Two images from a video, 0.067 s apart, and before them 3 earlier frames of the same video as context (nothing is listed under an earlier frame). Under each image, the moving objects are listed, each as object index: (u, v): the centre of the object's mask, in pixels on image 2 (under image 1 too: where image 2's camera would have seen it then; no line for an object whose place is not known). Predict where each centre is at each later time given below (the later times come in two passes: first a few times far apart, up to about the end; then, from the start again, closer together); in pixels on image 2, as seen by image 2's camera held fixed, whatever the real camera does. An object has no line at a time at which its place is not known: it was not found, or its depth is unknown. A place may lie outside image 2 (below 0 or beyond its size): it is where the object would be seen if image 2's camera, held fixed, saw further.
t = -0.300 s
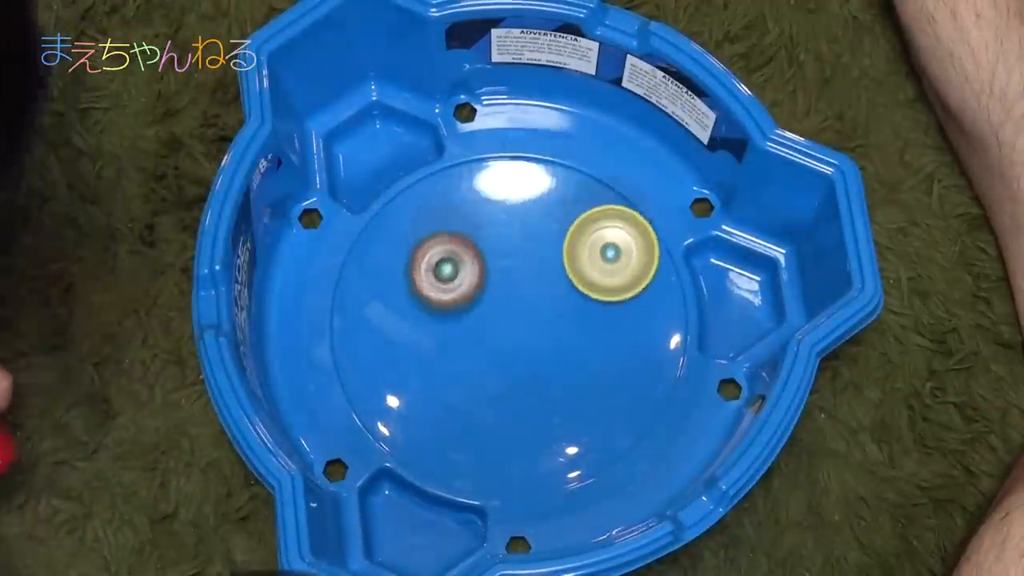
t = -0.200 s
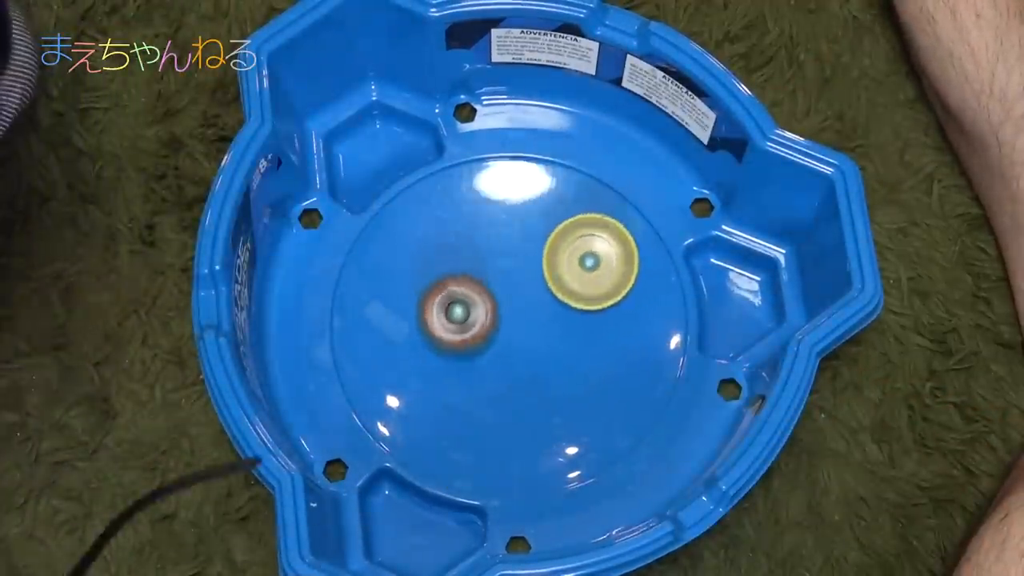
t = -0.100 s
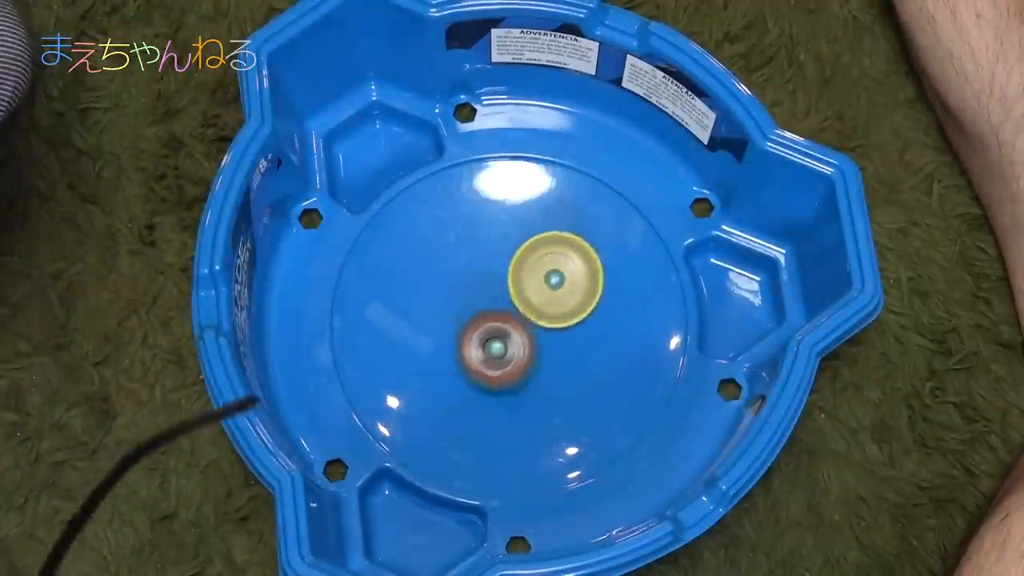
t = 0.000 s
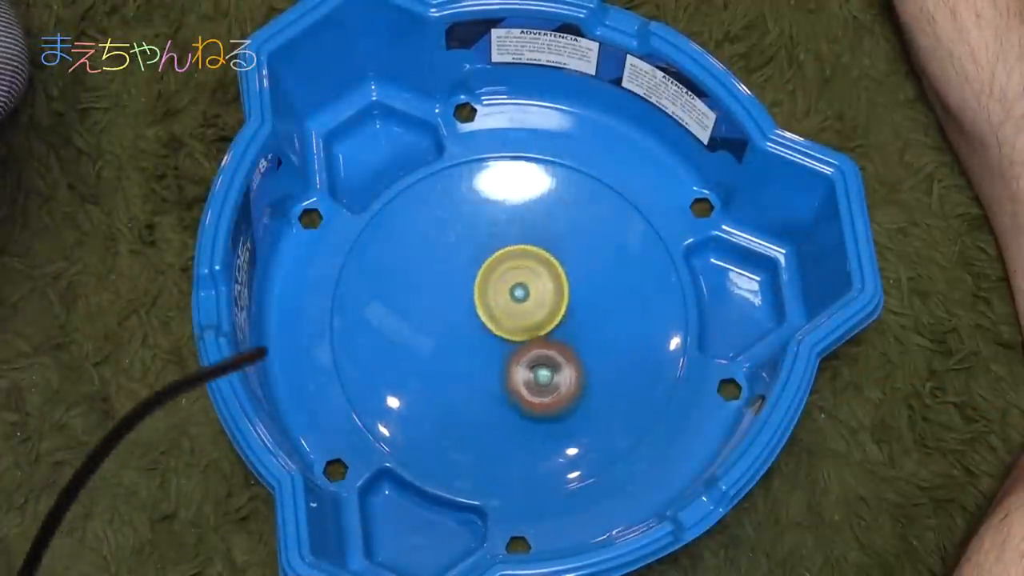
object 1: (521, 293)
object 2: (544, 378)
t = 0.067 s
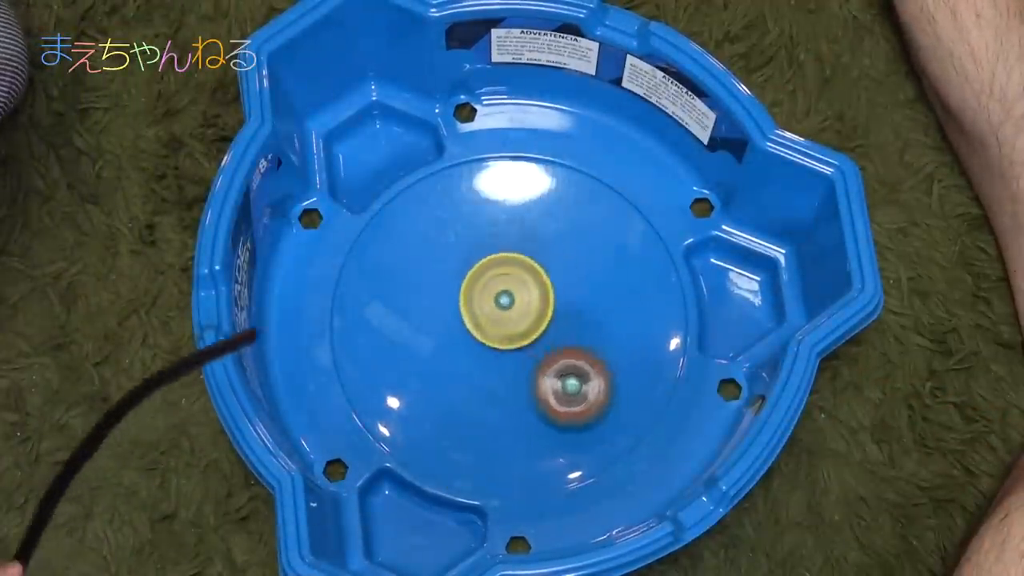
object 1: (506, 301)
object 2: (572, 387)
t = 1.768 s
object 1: (470, 418)
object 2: (399, 190)
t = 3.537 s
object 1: (512, 255)
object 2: (655, 273)
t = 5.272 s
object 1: (494, 313)
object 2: (397, 327)
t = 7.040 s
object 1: (498, 314)
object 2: (604, 277)
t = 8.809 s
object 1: (499, 319)
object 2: (398, 336)
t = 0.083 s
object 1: (504, 304)
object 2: (578, 387)
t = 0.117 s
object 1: (499, 310)
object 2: (590, 386)
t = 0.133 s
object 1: (498, 314)
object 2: (595, 384)
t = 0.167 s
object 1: (496, 323)
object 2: (604, 377)
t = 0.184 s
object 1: (496, 327)
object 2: (609, 374)
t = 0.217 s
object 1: (495, 337)
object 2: (615, 365)
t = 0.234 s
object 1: (496, 342)
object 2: (618, 359)
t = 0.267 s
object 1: (498, 352)
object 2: (622, 347)
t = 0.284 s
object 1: (500, 357)
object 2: (623, 340)
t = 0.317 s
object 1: (503, 366)
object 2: (624, 327)
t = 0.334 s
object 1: (506, 371)
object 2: (623, 319)
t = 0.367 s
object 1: (511, 379)
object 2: (620, 303)
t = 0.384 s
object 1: (514, 383)
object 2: (617, 295)
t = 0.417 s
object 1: (520, 390)
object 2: (610, 279)
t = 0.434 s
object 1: (524, 393)
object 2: (606, 271)
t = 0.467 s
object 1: (531, 397)
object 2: (594, 256)
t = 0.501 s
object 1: (539, 401)
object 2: (578, 243)
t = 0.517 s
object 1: (543, 402)
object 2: (569, 238)
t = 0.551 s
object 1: (552, 403)
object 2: (549, 231)
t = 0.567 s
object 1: (555, 403)
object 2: (539, 229)
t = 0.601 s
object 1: (564, 402)
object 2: (517, 229)
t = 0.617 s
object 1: (567, 401)
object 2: (505, 230)
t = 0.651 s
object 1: (574, 398)
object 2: (483, 235)
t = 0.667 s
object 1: (576, 397)
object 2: (473, 238)
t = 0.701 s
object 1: (579, 392)
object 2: (454, 249)
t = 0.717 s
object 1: (581, 390)
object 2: (444, 256)
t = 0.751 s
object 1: (580, 384)
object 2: (428, 270)
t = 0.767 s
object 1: (579, 381)
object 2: (421, 279)
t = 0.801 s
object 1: (577, 374)
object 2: (410, 298)
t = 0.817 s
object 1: (574, 370)
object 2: (405, 309)
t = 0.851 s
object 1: (569, 362)
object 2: (399, 331)
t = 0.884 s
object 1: (562, 354)
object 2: (398, 353)
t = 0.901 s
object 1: (558, 349)
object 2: (398, 365)
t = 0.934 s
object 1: (549, 341)
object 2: (402, 387)
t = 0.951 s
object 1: (545, 336)
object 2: (406, 397)
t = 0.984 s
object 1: (535, 328)
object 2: (418, 417)
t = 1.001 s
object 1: (530, 324)
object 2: (426, 426)
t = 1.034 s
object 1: (520, 316)
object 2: (445, 440)
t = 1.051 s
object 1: (515, 312)
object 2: (455, 446)
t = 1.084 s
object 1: (506, 307)
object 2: (477, 453)
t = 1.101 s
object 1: (501, 304)
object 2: (488, 454)
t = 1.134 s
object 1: (492, 301)
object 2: (512, 457)
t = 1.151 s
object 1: (487, 301)
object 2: (523, 457)
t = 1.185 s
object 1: (478, 301)
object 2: (549, 452)
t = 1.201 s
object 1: (473, 302)
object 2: (562, 449)
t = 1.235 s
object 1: (464, 306)
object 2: (587, 436)
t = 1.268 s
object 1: (455, 312)
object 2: (608, 417)
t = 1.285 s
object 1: (452, 315)
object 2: (615, 408)
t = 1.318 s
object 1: (445, 324)
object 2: (630, 385)
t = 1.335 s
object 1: (442, 329)
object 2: (635, 372)
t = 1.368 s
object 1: (436, 339)
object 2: (642, 347)
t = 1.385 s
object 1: (434, 346)
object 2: (643, 331)
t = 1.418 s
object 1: (431, 358)
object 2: (639, 301)
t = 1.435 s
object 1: (430, 364)
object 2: (636, 289)
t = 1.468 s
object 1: (429, 377)
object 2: (625, 263)
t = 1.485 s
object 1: (429, 384)
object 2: (619, 251)
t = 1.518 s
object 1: (430, 397)
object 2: (602, 227)
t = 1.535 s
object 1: (431, 402)
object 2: (591, 216)
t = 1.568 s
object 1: (435, 412)
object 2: (567, 198)
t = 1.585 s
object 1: (437, 417)
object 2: (554, 191)
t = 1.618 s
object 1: (442, 423)
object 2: (527, 178)
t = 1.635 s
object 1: (445, 425)
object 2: (512, 174)
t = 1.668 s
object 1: (451, 427)
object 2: (482, 168)
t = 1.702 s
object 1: (457, 427)
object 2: (451, 169)
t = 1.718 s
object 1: (460, 426)
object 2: (437, 173)
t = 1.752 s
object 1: (467, 421)
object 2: (411, 183)
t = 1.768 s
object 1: (470, 418)
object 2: (399, 190)
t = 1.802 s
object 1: (477, 411)
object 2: (378, 210)
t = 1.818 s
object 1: (480, 407)
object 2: (369, 223)
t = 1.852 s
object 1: (487, 397)
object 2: (356, 254)
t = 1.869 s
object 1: (490, 391)
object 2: (351, 268)
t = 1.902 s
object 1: (497, 378)
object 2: (345, 300)
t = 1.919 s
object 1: (500, 372)
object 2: (344, 316)
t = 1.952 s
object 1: (505, 359)
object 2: (345, 348)
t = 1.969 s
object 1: (507, 352)
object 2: (348, 364)
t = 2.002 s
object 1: (512, 338)
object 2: (363, 395)
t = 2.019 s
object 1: (514, 330)
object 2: (374, 408)
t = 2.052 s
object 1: (517, 317)
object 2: (396, 429)
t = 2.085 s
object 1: (519, 305)
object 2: (422, 447)
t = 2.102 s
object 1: (519, 299)
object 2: (439, 454)
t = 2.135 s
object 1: (518, 288)
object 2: (471, 462)
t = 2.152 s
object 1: (516, 283)
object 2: (488, 463)
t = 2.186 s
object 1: (511, 274)
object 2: (518, 459)
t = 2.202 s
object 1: (508, 270)
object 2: (534, 457)
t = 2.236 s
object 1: (500, 264)
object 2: (566, 444)
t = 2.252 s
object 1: (495, 261)
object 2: (580, 436)
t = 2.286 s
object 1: (484, 257)
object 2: (605, 416)
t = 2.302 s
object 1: (478, 255)
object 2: (618, 406)
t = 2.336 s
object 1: (465, 253)
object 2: (638, 380)
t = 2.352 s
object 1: (458, 253)
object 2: (645, 365)
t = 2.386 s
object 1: (444, 255)
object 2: (655, 336)
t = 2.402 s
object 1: (437, 256)
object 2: (659, 322)
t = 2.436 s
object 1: (422, 260)
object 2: (662, 289)
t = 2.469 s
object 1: (408, 266)
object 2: (655, 261)
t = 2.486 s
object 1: (401, 269)
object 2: (652, 247)
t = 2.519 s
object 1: (390, 275)
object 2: (639, 220)
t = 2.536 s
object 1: (386, 279)
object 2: (630, 209)
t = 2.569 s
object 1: (380, 285)
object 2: (611, 188)
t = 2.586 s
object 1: (378, 288)
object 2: (600, 177)
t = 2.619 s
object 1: (378, 294)
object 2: (571, 162)
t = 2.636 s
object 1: (378, 297)
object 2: (555, 159)
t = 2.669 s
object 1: (381, 303)
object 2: (524, 157)
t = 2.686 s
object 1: (383, 306)
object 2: (508, 157)
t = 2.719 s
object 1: (389, 311)
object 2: (474, 162)
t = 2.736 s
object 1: (393, 313)
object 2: (459, 166)
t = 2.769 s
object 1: (402, 317)
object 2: (432, 178)
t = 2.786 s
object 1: (407, 319)
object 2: (419, 185)
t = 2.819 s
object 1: (418, 323)
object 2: (395, 205)
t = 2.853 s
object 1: (430, 325)
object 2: (379, 225)
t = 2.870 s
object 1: (436, 327)
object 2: (370, 236)
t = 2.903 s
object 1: (449, 329)
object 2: (359, 261)
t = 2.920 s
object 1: (456, 329)
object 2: (357, 275)
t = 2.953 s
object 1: (470, 330)
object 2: (357, 303)
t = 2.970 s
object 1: (476, 331)
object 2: (357, 316)
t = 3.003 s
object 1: (490, 330)
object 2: (364, 347)
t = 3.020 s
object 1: (496, 330)
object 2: (372, 361)
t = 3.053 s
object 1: (508, 329)
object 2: (387, 386)
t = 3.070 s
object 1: (513, 328)
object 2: (396, 399)
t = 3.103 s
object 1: (522, 326)
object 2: (421, 419)
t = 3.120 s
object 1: (527, 325)
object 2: (435, 426)
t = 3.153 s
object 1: (533, 321)
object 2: (459, 439)
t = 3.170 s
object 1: (535, 318)
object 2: (474, 445)
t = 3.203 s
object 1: (538, 311)
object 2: (504, 447)
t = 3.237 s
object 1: (540, 304)
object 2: (531, 447)
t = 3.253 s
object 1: (540, 300)
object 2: (546, 446)
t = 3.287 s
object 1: (540, 291)
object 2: (573, 436)
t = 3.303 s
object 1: (539, 287)
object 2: (585, 430)
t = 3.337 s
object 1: (536, 278)
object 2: (612, 415)
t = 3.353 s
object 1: (534, 274)
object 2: (622, 406)
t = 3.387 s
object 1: (530, 268)
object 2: (639, 386)
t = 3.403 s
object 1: (528, 265)
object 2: (648, 375)
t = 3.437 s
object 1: (524, 261)
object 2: (657, 350)
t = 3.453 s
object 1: (522, 259)
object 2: (661, 338)
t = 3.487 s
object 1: (517, 256)
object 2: (663, 310)
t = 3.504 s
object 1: (516, 256)
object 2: (660, 297)
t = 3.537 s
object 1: (512, 255)
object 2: (655, 273)
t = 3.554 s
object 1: (510, 255)
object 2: (650, 261)
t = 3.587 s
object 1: (507, 256)
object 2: (636, 240)
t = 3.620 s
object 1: (504, 258)
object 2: (620, 221)
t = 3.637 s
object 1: (503, 260)
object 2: (609, 212)
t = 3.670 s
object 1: (500, 263)
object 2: (588, 200)
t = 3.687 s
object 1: (499, 265)
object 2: (576, 193)
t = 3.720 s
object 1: (497, 269)
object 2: (548, 186)
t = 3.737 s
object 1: (495, 271)
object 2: (536, 183)
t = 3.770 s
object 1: (493, 276)
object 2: (507, 181)
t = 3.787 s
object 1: (492, 278)
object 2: (492, 183)
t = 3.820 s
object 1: (491, 284)
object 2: (468, 188)
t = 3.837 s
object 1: (491, 287)
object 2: (454, 192)
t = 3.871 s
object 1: (490, 292)
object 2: (432, 204)
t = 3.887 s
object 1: (490, 295)
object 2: (423, 209)
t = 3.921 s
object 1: (489, 300)
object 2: (403, 226)
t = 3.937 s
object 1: (489, 303)
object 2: (395, 234)
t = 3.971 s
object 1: (490, 308)
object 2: (383, 252)
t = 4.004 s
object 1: (490, 312)
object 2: (374, 274)
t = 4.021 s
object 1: (491, 314)
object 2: (372, 284)
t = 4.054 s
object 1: (492, 317)
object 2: (368, 305)
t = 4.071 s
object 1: (493, 318)
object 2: (369, 317)
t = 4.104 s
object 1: (496, 320)
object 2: (374, 340)
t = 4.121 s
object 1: (497, 321)
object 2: (376, 352)
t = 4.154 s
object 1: (499, 322)
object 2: (386, 374)
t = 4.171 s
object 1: (501, 322)
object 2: (392, 383)
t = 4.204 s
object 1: (504, 322)
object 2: (406, 404)
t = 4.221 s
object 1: (506, 322)
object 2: (417, 411)
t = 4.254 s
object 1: (508, 320)
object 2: (433, 423)
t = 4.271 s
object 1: (510, 320)
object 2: (444, 429)
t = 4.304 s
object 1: (512, 319)
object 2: (464, 434)
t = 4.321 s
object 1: (514, 318)
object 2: (474, 437)
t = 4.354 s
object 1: (516, 317)
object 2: (498, 437)
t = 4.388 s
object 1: (518, 315)
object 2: (517, 436)
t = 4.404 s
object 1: (520, 315)
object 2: (531, 432)
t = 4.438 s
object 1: (522, 313)
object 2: (549, 423)
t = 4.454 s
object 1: (522, 312)
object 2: (560, 419)
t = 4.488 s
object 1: (524, 311)
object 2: (577, 405)
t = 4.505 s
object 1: (524, 310)
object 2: (584, 398)
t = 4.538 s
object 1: (525, 309)
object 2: (598, 380)
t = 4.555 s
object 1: (525, 308)
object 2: (601, 371)
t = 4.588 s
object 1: (525, 307)
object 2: (611, 351)
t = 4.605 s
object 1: (524, 306)
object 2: (611, 340)
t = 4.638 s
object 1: (521, 304)
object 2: (617, 321)
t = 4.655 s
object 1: (517, 302)
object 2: (619, 310)
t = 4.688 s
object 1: (508, 299)
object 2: (621, 292)
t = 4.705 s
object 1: (503, 297)
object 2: (621, 281)
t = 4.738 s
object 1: (495, 295)
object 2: (617, 264)
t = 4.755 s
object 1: (491, 294)
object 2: (616, 256)
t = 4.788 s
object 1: (485, 293)
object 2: (606, 241)
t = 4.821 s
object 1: (481, 293)
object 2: (595, 226)
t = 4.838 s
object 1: (480, 293)
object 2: (587, 221)
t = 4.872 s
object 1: (478, 293)
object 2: (573, 210)
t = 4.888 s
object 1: (477, 293)
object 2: (564, 205)
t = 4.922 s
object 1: (477, 295)
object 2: (547, 199)
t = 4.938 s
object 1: (477, 296)
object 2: (536, 197)
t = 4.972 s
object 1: (478, 298)
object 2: (517, 196)
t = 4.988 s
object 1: (479, 299)
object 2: (505, 196)
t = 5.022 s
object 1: (482, 301)
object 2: (485, 202)
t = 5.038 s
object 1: (482, 302)
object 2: (475, 204)
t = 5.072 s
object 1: (484, 304)
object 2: (455, 215)
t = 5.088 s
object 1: (485, 305)
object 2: (447, 220)
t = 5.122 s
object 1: (487, 307)
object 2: (428, 235)
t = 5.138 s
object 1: (488, 308)
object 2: (422, 243)
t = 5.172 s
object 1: (490, 310)
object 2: (409, 262)
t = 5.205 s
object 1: (491, 311)
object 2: (402, 283)
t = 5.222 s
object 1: (492, 311)
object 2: (398, 293)
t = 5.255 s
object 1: (494, 313)
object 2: (398, 317)
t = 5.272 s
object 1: (494, 313)
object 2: (397, 327)
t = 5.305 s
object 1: (496, 314)
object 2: (401, 350)
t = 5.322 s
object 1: (497, 314)
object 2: (404, 358)
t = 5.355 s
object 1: (498, 315)
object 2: (414, 380)
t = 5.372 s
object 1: (498, 315)
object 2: (421, 388)
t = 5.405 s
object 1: (500, 316)
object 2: (433, 403)
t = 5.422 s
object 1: (500, 316)
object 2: (442, 409)
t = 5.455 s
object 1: (501, 316)
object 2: (458, 420)
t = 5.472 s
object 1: (502, 316)
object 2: (468, 424)
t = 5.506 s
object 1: (502, 316)
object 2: (485, 429)
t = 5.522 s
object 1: (502, 317)
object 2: (496, 431)
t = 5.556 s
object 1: (504, 317)
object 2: (514, 432)
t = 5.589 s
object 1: (504, 317)
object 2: (536, 429)
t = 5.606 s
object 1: (504, 317)
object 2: (543, 427)
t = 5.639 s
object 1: (504, 317)
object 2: (564, 420)
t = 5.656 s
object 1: (505, 318)
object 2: (570, 416)
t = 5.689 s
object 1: (505, 318)
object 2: (587, 403)
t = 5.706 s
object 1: (505, 317)
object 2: (592, 397)
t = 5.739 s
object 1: (505, 317)
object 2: (605, 380)
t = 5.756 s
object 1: (505, 318)
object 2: (608, 373)
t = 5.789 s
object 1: (505, 318)
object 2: (615, 353)
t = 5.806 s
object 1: (505, 318)
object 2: (616, 343)
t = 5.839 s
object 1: (504, 318)
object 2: (616, 322)
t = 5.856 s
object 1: (504, 318)
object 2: (615, 313)
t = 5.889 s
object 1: (504, 318)
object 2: (610, 292)
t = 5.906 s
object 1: (504, 318)
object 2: (605, 283)
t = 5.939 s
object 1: (503, 318)
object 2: (595, 265)
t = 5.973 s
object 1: (502, 319)
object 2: (582, 249)
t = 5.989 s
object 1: (502, 319)
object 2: (573, 241)
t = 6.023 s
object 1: (502, 319)
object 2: (556, 229)
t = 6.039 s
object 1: (502, 319)
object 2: (545, 224)
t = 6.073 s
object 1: (501, 319)
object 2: (526, 216)
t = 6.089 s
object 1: (501, 320)
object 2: (515, 215)
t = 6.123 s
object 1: (501, 319)
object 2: (495, 212)
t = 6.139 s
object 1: (501, 319)
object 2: (483, 212)
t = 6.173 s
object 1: (500, 320)
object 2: (465, 214)
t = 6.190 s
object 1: (500, 320)
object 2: (453, 216)
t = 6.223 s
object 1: (500, 319)
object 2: (438, 223)
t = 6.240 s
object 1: (500, 319)
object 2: (427, 229)
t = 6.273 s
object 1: (499, 319)
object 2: (413, 238)
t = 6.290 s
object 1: (499, 320)
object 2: (405, 246)
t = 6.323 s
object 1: (499, 319)
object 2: (394, 258)
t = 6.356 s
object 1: (499, 319)
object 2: (387, 276)
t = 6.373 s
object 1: (499, 319)
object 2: (383, 282)
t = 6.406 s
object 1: (499, 318)
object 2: (379, 301)
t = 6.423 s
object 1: (499, 318)
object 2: (378, 309)
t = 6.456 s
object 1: (499, 317)
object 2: (380, 327)
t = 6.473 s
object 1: (499, 317)
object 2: (381, 335)
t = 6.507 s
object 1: (500, 316)
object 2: (390, 353)
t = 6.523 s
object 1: (500, 316)
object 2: (392, 361)
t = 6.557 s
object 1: (500, 316)
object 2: (406, 376)
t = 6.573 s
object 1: (500, 316)
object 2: (411, 383)
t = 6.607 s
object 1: (500, 315)
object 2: (429, 394)
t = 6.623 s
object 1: (500, 315)
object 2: (438, 399)
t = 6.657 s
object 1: (501, 316)
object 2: (459, 406)
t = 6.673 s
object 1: (501, 316)
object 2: (468, 408)
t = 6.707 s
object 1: (500, 315)
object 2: (490, 408)
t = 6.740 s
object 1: (500, 316)
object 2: (513, 406)
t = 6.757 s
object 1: (501, 316)
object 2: (521, 404)
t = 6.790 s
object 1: (500, 316)
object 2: (543, 395)
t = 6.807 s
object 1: (500, 316)
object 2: (551, 391)
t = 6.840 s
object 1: (500, 316)
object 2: (568, 379)
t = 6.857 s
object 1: (500, 315)
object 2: (575, 373)
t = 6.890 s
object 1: (500, 316)
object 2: (587, 356)
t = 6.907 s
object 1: (500, 316)
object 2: (594, 349)
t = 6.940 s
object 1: (500, 315)
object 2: (601, 331)
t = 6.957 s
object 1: (499, 315)
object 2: (604, 321)
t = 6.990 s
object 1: (499, 315)
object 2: (605, 304)
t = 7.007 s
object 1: (499, 314)
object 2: (606, 293)
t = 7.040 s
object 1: (498, 314)
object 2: (604, 277)
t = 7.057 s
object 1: (498, 314)
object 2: (601, 267)
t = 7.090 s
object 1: (498, 314)
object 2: (595, 252)
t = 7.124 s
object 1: (498, 314)
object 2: (585, 239)
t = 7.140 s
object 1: (498, 314)
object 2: (580, 230)
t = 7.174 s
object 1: (498, 314)
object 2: (567, 219)
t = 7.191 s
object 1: (498, 313)
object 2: (560, 214)
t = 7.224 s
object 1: (498, 314)
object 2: (545, 207)
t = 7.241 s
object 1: (499, 314)
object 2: (535, 205)
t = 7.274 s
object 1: (498, 314)
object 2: (519, 202)
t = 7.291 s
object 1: (499, 314)
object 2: (509, 203)
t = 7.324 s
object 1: (499, 314)
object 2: (491, 203)
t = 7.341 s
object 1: (499, 314)
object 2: (483, 207)
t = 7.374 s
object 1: (499, 315)
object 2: (465, 213)
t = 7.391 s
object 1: (499, 315)
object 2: (460, 217)
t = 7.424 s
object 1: (498, 315)
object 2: (443, 230)
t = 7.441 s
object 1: (499, 315)
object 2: (438, 235)
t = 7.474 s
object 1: (499, 315)
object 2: (426, 252)
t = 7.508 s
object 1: (498, 316)
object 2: (416, 270)
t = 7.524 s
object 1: (499, 316)
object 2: (415, 278)
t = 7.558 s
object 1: (498, 316)
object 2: (411, 300)
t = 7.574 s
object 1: (498, 316)
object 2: (410, 308)
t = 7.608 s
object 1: (499, 316)
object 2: (413, 329)
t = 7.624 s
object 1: (499, 316)
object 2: (414, 337)
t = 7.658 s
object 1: (499, 317)
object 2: (424, 356)
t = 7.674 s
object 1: (499, 317)
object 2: (427, 365)
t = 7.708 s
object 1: (499, 317)
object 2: (440, 381)
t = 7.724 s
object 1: (499, 317)
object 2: (447, 389)
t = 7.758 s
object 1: (500, 317)
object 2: (462, 398)
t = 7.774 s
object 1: (500, 317)
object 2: (472, 403)
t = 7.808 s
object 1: (500, 317)
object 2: (489, 410)
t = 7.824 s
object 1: (500, 317)
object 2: (498, 412)
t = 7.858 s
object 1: (500, 318)
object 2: (517, 415)
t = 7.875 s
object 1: (501, 318)
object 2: (524, 413)
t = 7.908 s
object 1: (501, 317)
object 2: (542, 411)
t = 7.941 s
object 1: (501, 318)
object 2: (558, 407)
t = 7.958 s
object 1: (501, 317)
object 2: (564, 401)
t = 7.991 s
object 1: (500, 318)
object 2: (580, 391)
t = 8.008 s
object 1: (501, 318)
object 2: (584, 387)
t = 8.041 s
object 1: (500, 318)
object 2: (594, 373)
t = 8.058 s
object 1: (500, 318)
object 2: (600, 367)
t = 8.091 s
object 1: (500, 318)
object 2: (603, 351)
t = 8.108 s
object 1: (499, 318)
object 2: (606, 341)
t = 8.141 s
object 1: (499, 318)
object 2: (606, 325)
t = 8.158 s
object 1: (499, 318)
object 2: (604, 315)
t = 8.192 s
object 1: (498, 318)
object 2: (600, 299)
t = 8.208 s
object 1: (498, 318)
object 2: (595, 291)
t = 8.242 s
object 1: (497, 318)
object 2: (586, 275)
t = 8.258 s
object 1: (497, 318)
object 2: (582, 269)
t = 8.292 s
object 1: (497, 317)
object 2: (567, 257)
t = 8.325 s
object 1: (497, 317)
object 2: (551, 246)
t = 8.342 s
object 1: (497, 317)
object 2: (545, 242)
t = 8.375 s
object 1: (496, 317)
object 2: (527, 236)
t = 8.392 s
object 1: (496, 317)
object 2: (517, 234)
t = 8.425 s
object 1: (495, 316)
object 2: (501, 232)
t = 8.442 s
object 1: (495, 316)
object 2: (490, 233)
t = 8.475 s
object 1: (495, 315)
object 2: (472, 234)
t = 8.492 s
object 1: (495, 315)
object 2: (465, 237)
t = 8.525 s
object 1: (496, 316)
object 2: (448, 243)
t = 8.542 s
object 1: (495, 316)
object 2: (443, 245)
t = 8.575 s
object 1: (496, 318)
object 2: (428, 253)
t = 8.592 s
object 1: (496, 318)
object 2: (420, 255)
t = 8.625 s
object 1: (496, 320)
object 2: (411, 266)
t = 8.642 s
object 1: (497, 320)
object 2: (403, 273)
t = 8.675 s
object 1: (496, 320)
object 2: (397, 283)
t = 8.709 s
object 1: (497, 320)
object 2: (394, 296)
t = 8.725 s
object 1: (497, 320)
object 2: (392, 304)
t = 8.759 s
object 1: (498, 320)
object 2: (391, 316)
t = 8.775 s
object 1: (498, 319)
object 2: (394, 323)
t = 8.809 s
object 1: (499, 319)
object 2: (398, 336)
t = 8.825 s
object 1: (499, 318)
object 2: (401, 341)
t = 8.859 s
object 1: (499, 317)
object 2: (410, 352)
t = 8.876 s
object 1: (500, 317)
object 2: (415, 359)
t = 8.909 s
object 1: (500, 316)
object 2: (427, 367)
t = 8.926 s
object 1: (502, 315)
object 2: (435, 372)
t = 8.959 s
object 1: (507, 310)
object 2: (445, 381)
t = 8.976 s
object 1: (509, 309)
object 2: (452, 382)
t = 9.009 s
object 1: (512, 305)
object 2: (465, 387)
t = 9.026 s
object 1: (514, 305)
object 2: (470, 389)
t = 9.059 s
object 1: (516, 303)
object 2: (485, 389)
